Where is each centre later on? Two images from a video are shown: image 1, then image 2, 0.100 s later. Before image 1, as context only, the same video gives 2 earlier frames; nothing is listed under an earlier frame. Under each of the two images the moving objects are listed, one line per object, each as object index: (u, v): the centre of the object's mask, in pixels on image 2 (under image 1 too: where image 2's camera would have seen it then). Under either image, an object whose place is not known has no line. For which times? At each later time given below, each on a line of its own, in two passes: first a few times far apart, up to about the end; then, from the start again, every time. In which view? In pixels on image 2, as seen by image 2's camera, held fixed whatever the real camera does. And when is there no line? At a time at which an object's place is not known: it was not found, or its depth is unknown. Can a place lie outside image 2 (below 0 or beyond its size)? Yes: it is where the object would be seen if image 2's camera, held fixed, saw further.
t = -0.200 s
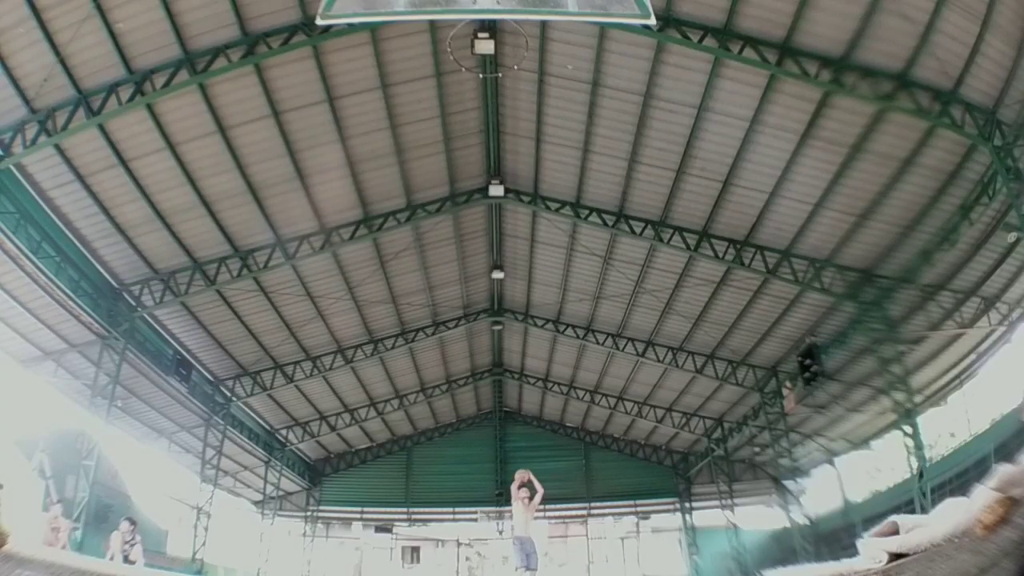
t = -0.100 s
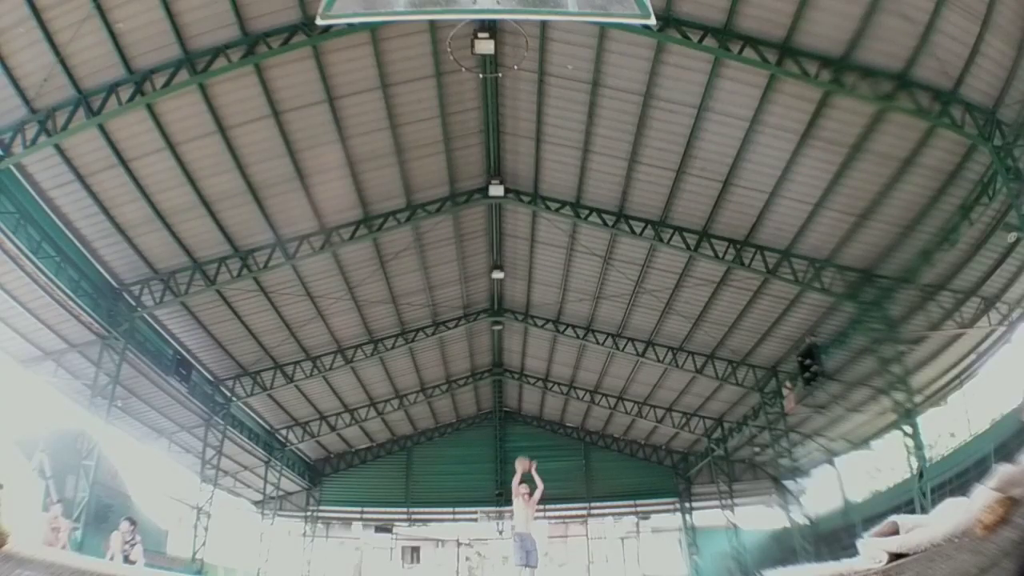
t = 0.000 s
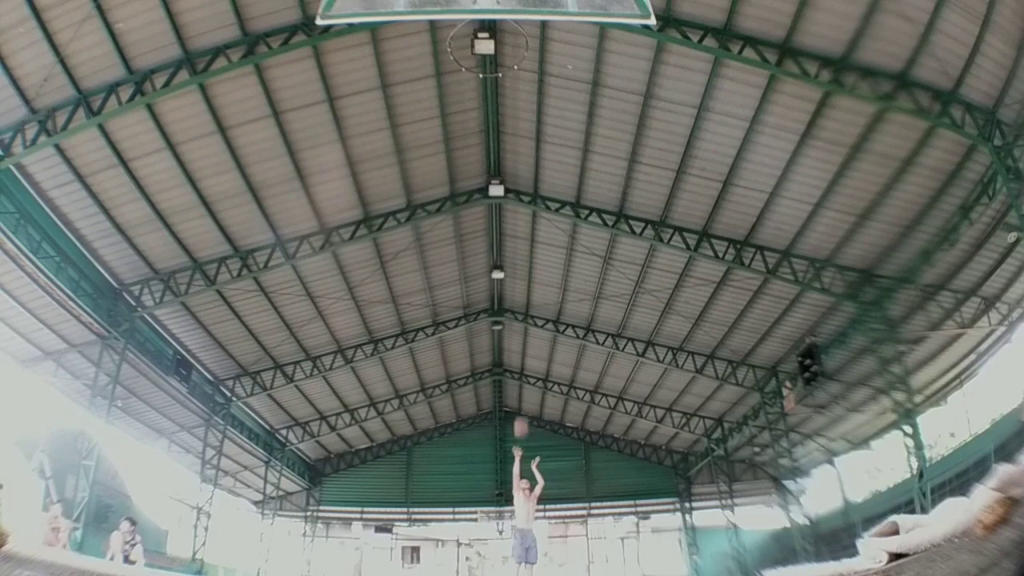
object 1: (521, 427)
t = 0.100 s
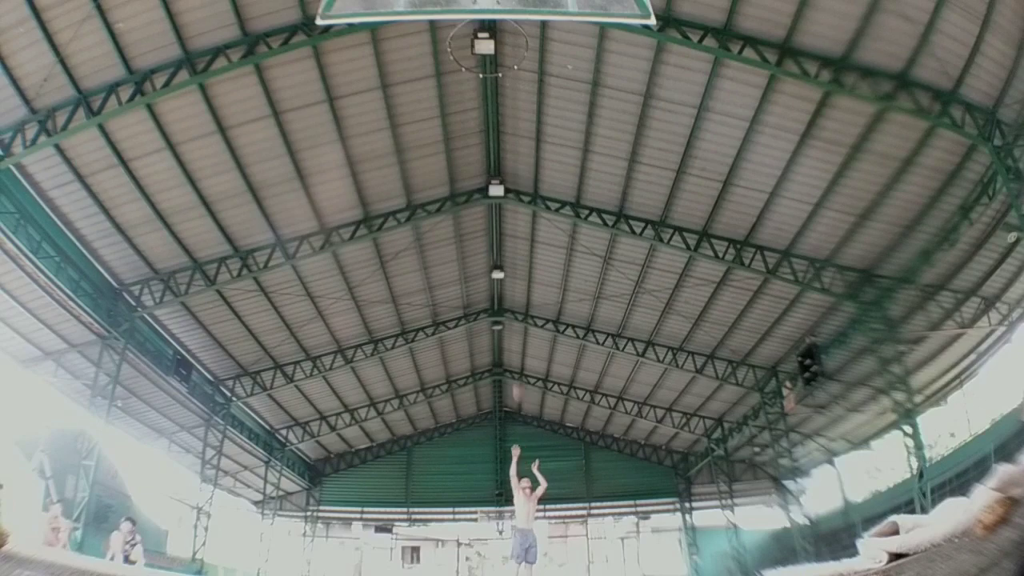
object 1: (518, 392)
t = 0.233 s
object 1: (518, 348)
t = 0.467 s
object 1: (516, 296)
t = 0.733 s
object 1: (514, 268)
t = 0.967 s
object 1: (513, 284)
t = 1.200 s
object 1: (513, 360)
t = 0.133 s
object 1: (518, 380)
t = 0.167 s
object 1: (519, 370)
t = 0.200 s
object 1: (518, 359)
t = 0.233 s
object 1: (518, 348)
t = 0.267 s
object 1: (518, 336)
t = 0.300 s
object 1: (518, 329)
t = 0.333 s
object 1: (518, 322)
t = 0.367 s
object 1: (518, 315)
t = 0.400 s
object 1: (517, 309)
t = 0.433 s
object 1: (516, 302)
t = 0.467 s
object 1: (516, 296)
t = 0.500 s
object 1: (515, 289)
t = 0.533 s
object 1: (514, 284)
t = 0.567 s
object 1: (515, 279)
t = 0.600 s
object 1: (514, 276)
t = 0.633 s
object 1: (514, 273)
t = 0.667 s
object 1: (514, 272)
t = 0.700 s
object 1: (514, 270)
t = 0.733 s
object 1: (514, 268)
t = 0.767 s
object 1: (514, 267)
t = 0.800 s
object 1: (514, 267)
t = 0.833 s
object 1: (514, 269)
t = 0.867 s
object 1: (514, 271)
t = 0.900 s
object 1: (513, 277)
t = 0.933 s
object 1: (513, 280)
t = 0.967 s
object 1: (513, 284)
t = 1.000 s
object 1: (513, 291)
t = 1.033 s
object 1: (513, 296)
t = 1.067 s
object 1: (513, 307)
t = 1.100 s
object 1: (513, 317)
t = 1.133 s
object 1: (513, 329)
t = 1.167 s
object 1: (513, 341)
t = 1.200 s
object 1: (513, 360)
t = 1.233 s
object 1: (513, 376)
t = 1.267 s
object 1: (513, 396)
